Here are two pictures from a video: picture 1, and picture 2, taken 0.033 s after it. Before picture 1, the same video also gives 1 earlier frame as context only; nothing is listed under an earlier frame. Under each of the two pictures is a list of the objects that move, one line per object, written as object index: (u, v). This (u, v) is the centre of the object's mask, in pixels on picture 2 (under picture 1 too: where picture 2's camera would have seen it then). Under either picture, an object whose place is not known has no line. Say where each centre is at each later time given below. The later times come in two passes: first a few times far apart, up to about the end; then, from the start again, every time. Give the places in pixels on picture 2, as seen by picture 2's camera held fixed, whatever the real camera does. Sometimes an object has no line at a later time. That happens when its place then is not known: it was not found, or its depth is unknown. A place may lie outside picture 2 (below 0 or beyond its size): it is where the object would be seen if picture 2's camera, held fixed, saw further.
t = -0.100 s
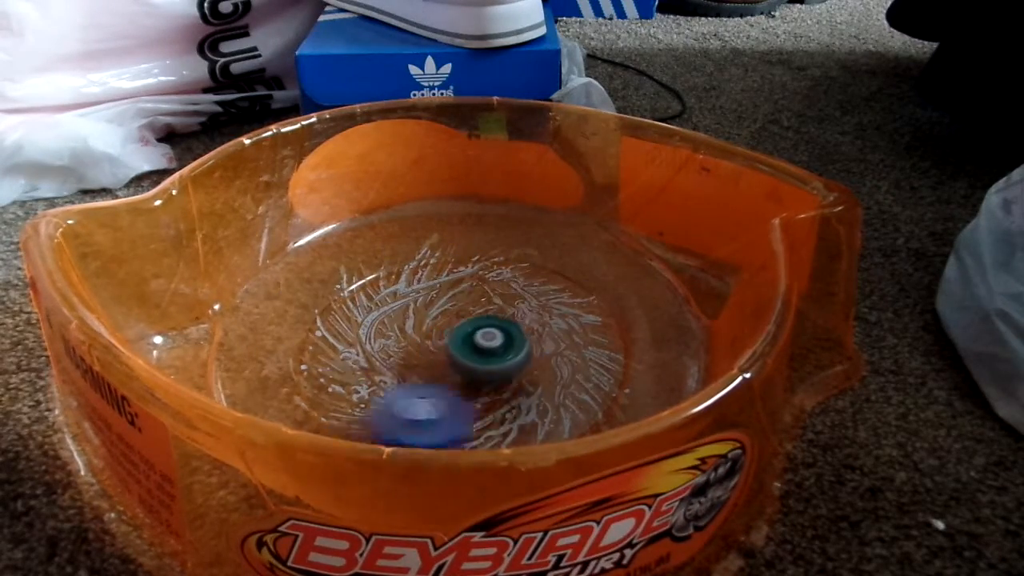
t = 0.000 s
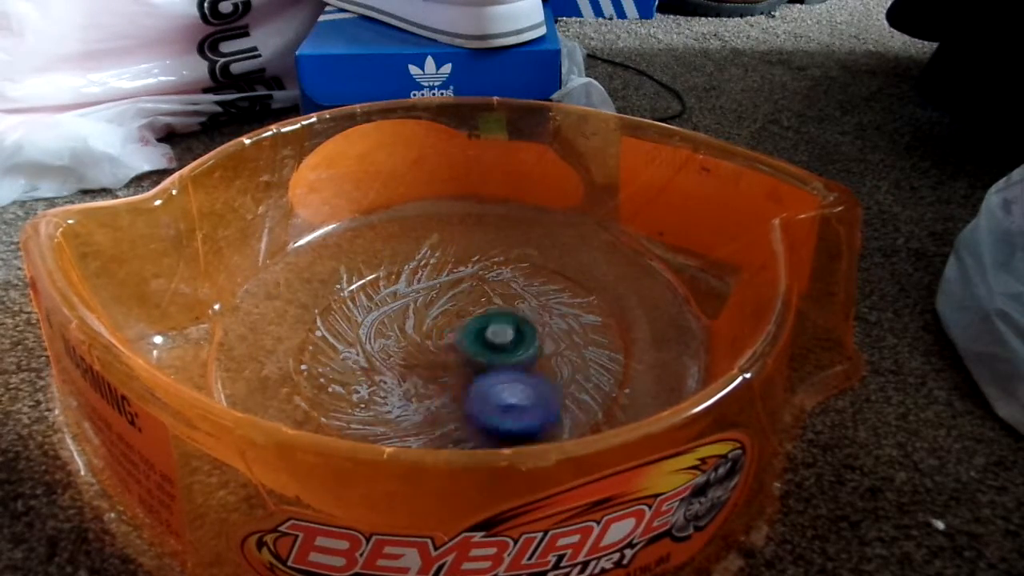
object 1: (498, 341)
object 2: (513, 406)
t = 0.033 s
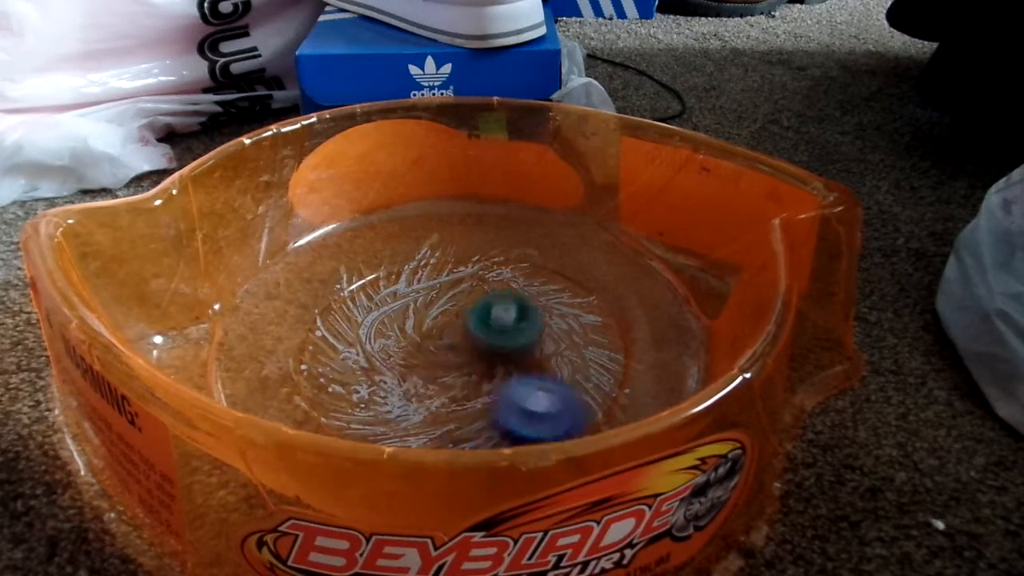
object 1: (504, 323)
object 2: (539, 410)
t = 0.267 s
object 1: (503, 276)
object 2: (611, 311)
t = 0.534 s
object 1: (389, 256)
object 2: (557, 259)
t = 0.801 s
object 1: (348, 274)
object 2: (477, 321)
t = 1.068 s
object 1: (362, 306)
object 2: (571, 396)
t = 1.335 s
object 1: (402, 333)
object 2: (563, 325)
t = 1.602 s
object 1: (302, 358)
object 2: (561, 315)
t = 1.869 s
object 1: (350, 392)
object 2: (510, 310)
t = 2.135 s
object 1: (387, 385)
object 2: (490, 377)
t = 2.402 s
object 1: (421, 354)
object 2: (545, 361)
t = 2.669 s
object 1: (383, 323)
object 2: (549, 306)
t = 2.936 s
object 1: (376, 322)
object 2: (481, 305)
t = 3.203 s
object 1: (384, 336)
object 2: (529, 316)
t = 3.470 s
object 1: (426, 340)
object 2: (526, 311)
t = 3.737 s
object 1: (379, 358)
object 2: (577, 285)
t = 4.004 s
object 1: (380, 378)
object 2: (492, 283)
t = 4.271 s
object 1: (332, 398)
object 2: (539, 340)
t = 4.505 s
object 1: (361, 394)
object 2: (600, 288)
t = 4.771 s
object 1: (384, 375)
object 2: (507, 285)
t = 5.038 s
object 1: (406, 350)
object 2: (500, 350)
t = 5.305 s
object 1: (441, 335)
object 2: (566, 348)
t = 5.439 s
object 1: (449, 328)
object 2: (547, 326)
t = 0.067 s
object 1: (507, 306)
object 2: (561, 411)
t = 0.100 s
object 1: (508, 294)
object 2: (583, 404)
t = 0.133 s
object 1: (509, 287)
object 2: (599, 393)
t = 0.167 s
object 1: (508, 282)
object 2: (613, 373)
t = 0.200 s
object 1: (506, 280)
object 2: (621, 352)
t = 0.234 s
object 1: (504, 278)
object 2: (619, 330)
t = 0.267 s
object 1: (503, 276)
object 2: (611, 311)
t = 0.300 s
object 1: (502, 274)
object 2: (600, 294)
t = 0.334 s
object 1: (502, 272)
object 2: (585, 282)
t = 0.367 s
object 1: (493, 269)
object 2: (572, 273)
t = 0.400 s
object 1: (482, 266)
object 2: (562, 268)
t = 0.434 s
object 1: (471, 265)
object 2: (550, 264)
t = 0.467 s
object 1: (436, 260)
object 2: (557, 260)
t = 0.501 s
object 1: (409, 257)
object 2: (560, 259)
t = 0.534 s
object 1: (389, 256)
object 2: (557, 259)
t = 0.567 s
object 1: (374, 258)
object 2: (547, 258)
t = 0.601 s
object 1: (367, 259)
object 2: (534, 260)
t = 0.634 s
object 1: (361, 261)
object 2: (518, 264)
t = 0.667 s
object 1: (357, 263)
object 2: (504, 271)
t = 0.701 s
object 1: (354, 266)
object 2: (492, 282)
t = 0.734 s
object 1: (351, 269)
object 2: (484, 293)
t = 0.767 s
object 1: (349, 271)
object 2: (478, 307)
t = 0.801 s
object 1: (348, 274)
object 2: (477, 321)
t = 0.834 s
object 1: (348, 277)
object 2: (479, 335)
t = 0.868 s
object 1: (348, 281)
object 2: (484, 349)
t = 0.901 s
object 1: (349, 285)
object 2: (493, 361)
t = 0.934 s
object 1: (351, 289)
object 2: (504, 372)
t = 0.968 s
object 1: (352, 294)
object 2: (518, 382)
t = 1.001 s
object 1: (355, 298)
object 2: (535, 389)
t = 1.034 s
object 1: (358, 301)
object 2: (554, 394)
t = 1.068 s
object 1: (362, 306)
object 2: (571, 396)
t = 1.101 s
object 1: (365, 310)
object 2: (588, 395)
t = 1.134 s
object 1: (370, 315)
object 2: (598, 382)
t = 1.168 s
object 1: (375, 318)
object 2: (602, 371)
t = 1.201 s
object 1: (380, 322)
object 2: (603, 360)
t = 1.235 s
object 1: (385, 326)
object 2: (598, 348)
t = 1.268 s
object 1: (390, 329)
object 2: (590, 339)
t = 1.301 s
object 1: (396, 331)
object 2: (577, 332)
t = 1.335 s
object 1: (402, 333)
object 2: (563, 325)
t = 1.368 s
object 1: (407, 335)
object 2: (546, 321)
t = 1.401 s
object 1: (413, 337)
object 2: (527, 320)
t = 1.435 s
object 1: (418, 339)
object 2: (510, 321)
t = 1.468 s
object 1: (392, 342)
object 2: (514, 320)
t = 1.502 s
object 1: (349, 349)
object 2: (537, 320)
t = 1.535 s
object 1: (318, 352)
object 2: (550, 319)
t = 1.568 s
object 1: (302, 355)
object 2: (557, 318)
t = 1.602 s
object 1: (302, 358)
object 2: (561, 315)
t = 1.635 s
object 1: (312, 365)
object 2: (561, 312)
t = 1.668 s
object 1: (320, 371)
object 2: (558, 308)
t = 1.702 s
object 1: (326, 379)
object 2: (553, 304)
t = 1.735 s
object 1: (332, 385)
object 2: (547, 301)
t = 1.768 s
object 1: (338, 389)
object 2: (538, 301)
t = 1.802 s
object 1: (342, 391)
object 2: (529, 303)
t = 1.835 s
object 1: (346, 391)
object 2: (519, 306)
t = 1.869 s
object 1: (350, 392)
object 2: (510, 310)
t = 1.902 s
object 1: (353, 393)
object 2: (501, 316)
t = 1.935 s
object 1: (357, 394)
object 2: (494, 323)
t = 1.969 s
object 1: (361, 395)
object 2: (487, 332)
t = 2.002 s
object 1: (366, 394)
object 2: (483, 341)
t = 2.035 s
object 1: (371, 392)
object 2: (480, 352)
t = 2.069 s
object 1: (378, 391)
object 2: (480, 362)
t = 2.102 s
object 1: (383, 388)
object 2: (484, 369)
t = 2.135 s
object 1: (387, 385)
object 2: (490, 377)
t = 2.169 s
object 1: (391, 381)
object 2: (498, 383)
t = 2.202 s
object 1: (396, 377)
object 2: (507, 386)
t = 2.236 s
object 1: (401, 373)
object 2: (519, 388)
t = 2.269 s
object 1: (405, 369)
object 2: (529, 386)
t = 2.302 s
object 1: (409, 365)
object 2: (537, 382)
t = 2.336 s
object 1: (413, 362)
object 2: (544, 376)
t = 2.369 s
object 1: (418, 358)
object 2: (546, 370)
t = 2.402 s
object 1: (421, 354)
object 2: (545, 361)
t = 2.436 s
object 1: (425, 350)
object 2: (540, 353)
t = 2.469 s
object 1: (429, 347)
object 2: (532, 346)
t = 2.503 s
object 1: (433, 343)
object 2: (523, 338)
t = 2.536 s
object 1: (415, 339)
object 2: (531, 334)
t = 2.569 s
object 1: (397, 332)
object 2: (544, 327)
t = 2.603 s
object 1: (387, 328)
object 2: (549, 320)
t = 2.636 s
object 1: (383, 324)
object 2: (551, 312)
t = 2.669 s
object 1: (383, 323)
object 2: (549, 306)
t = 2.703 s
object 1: (383, 322)
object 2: (542, 299)
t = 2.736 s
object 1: (384, 321)
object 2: (531, 294)
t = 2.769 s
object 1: (386, 321)
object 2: (521, 292)
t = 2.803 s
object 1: (388, 320)
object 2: (508, 290)
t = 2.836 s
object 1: (391, 319)
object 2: (495, 293)
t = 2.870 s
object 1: (393, 319)
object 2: (482, 297)
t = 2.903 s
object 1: (392, 320)
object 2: (475, 303)
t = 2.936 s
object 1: (376, 322)
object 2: (481, 305)
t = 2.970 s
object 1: (371, 324)
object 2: (487, 309)
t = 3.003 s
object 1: (370, 325)
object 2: (495, 311)
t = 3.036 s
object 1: (370, 327)
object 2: (502, 313)
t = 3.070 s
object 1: (371, 329)
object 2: (509, 314)
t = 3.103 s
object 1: (373, 331)
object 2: (515, 316)
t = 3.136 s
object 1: (376, 334)
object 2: (521, 316)
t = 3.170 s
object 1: (380, 335)
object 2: (524, 316)
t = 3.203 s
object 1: (384, 336)
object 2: (529, 316)
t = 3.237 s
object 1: (390, 338)
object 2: (532, 315)
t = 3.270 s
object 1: (394, 339)
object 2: (534, 314)
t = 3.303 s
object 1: (399, 339)
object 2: (534, 313)
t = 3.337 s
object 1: (405, 339)
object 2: (535, 312)
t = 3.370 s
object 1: (411, 339)
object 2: (534, 312)
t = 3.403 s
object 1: (416, 339)
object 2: (533, 310)
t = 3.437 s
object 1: (421, 340)
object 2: (529, 310)
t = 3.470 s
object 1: (426, 340)
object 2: (526, 311)
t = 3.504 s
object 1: (431, 339)
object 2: (522, 312)
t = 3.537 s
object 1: (436, 338)
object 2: (518, 313)
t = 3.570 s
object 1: (435, 339)
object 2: (520, 313)
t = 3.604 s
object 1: (407, 345)
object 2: (543, 308)
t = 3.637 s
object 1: (391, 348)
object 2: (558, 303)
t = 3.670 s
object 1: (384, 352)
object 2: (568, 298)
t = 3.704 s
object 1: (381, 355)
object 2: (574, 292)
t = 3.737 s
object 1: (379, 358)
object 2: (577, 285)
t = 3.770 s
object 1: (378, 361)
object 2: (575, 279)
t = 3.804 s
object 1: (377, 364)
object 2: (568, 272)
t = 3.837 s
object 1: (377, 367)
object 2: (559, 268)
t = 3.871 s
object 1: (377, 370)
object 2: (546, 267)
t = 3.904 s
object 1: (378, 372)
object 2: (530, 266)
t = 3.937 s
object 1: (378, 374)
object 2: (516, 270)
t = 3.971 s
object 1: (379, 375)
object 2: (503, 276)
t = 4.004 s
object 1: (380, 378)
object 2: (492, 283)
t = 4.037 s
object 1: (382, 379)
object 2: (483, 293)
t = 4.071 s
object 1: (384, 380)
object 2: (476, 303)
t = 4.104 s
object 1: (386, 381)
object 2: (471, 313)
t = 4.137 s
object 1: (388, 381)
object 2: (468, 325)
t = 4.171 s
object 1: (392, 381)
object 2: (467, 336)
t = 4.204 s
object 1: (389, 383)
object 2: (474, 346)
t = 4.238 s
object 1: (358, 392)
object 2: (509, 342)
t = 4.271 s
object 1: (332, 398)
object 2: (539, 340)
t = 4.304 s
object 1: (333, 397)
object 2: (560, 336)
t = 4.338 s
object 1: (340, 396)
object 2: (577, 329)
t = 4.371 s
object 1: (348, 396)
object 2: (591, 322)
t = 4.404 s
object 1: (354, 396)
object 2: (601, 314)
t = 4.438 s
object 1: (358, 395)
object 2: (609, 304)
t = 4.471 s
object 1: (360, 395)
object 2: (609, 295)
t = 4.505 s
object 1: (361, 394)
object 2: (600, 288)
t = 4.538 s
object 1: (363, 393)
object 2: (592, 281)
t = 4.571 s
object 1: (365, 391)
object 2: (585, 275)
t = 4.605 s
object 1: (367, 389)
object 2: (575, 272)
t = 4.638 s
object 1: (370, 387)
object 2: (563, 269)
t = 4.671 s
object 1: (373, 384)
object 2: (549, 269)
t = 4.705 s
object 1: (377, 382)
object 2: (534, 273)
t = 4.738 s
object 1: (380, 379)
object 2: (520, 278)
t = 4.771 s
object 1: (384, 375)
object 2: (507, 285)
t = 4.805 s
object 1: (389, 371)
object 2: (497, 293)
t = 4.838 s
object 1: (393, 367)
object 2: (489, 302)
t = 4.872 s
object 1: (399, 363)
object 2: (483, 312)
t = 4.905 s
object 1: (402, 360)
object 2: (477, 322)
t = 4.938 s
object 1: (401, 358)
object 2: (481, 328)
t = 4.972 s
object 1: (400, 356)
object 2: (486, 335)
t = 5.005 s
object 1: (403, 353)
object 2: (493, 343)
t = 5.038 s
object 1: (406, 350)
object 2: (500, 350)
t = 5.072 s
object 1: (411, 348)
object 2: (508, 357)
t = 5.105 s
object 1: (415, 345)
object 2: (519, 362)
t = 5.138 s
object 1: (418, 344)
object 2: (530, 365)
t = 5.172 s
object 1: (422, 341)
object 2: (541, 365)
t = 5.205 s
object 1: (427, 340)
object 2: (552, 364)
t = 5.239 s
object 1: (432, 338)
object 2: (560, 361)
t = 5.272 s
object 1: (437, 337)
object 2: (565, 355)
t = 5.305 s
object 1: (441, 335)
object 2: (566, 348)
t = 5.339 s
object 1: (447, 332)
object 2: (562, 341)
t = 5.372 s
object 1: (453, 330)
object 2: (557, 335)
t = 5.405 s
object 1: (458, 329)
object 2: (547, 329)
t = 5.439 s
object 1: (449, 328)
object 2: (547, 326)
